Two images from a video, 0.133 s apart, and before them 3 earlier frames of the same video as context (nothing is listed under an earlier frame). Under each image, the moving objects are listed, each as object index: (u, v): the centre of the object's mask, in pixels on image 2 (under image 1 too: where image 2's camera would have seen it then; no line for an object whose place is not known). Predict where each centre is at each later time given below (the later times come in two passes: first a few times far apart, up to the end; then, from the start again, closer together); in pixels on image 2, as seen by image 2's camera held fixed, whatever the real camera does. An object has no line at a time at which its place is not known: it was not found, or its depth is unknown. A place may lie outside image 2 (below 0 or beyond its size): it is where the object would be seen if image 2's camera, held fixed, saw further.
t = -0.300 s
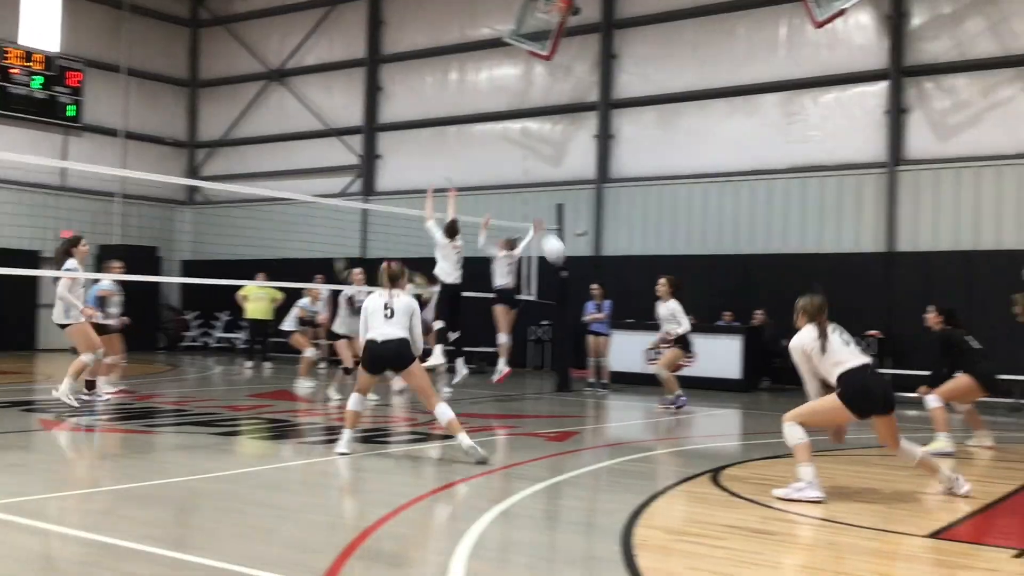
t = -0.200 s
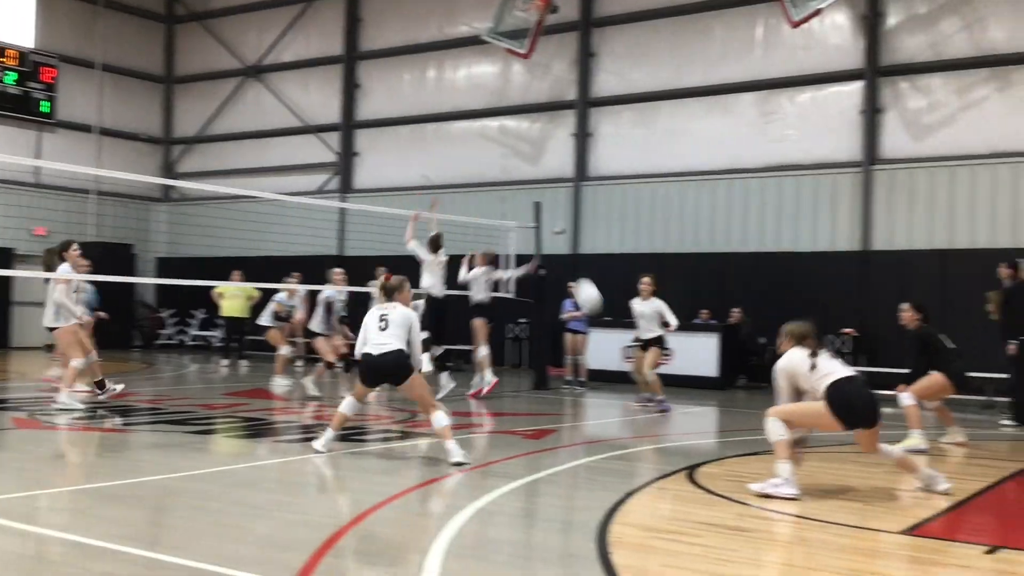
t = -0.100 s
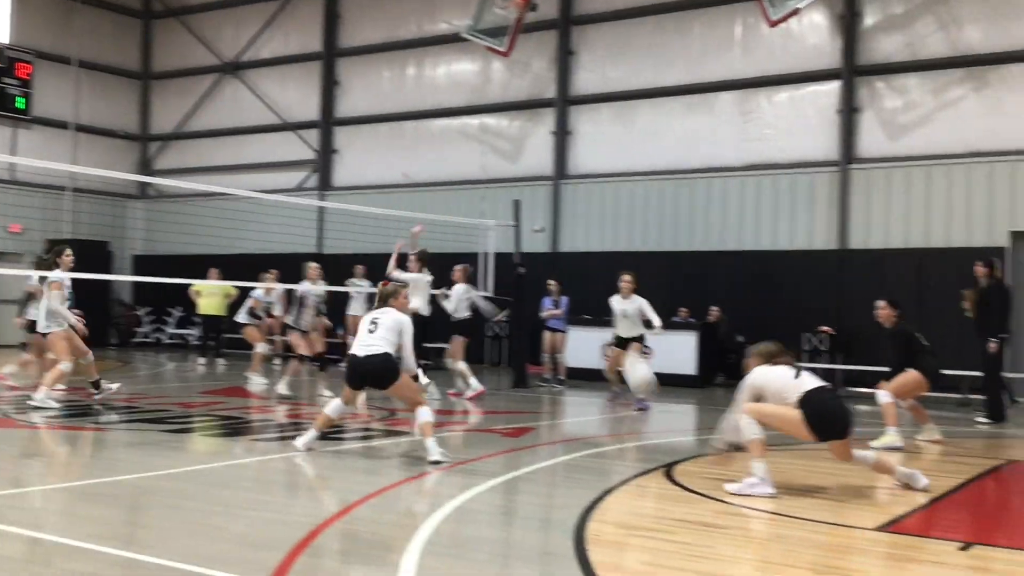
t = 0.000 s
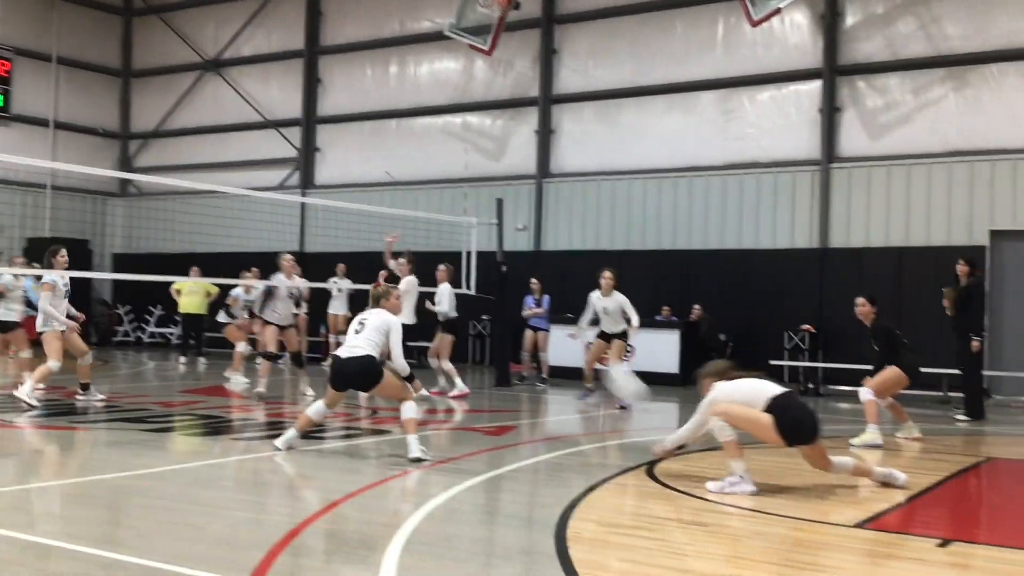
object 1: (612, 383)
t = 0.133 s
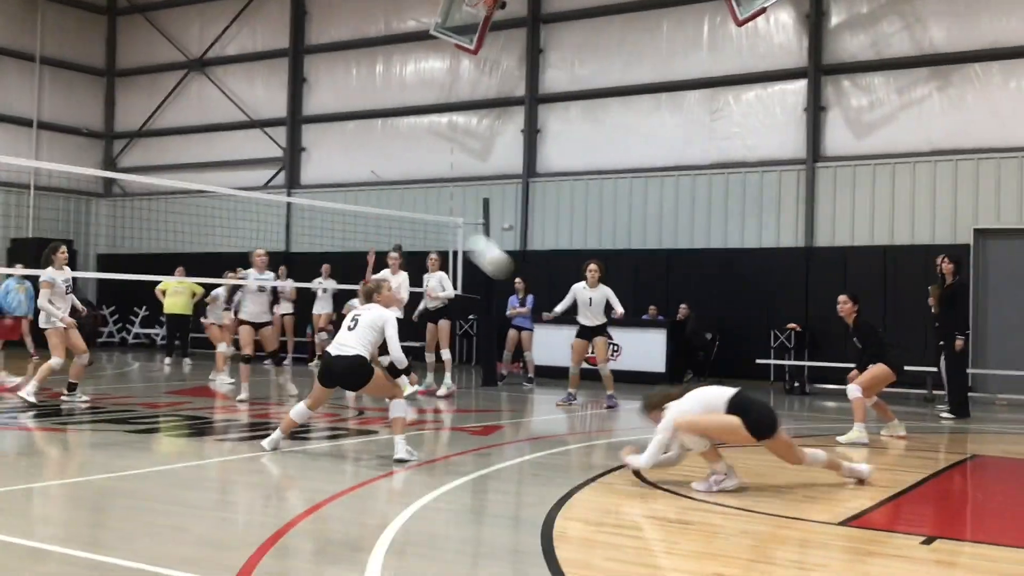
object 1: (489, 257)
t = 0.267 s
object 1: (379, 160)
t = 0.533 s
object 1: (183, 52)
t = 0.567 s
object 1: (161, 45)
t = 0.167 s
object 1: (458, 228)
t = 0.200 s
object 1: (431, 203)
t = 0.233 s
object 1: (405, 182)
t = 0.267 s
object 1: (379, 160)
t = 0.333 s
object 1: (325, 117)
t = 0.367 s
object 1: (303, 108)
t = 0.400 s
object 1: (277, 93)
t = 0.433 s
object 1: (252, 77)
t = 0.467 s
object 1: (229, 69)
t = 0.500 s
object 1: (206, 60)
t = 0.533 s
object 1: (183, 52)
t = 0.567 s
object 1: (161, 45)
